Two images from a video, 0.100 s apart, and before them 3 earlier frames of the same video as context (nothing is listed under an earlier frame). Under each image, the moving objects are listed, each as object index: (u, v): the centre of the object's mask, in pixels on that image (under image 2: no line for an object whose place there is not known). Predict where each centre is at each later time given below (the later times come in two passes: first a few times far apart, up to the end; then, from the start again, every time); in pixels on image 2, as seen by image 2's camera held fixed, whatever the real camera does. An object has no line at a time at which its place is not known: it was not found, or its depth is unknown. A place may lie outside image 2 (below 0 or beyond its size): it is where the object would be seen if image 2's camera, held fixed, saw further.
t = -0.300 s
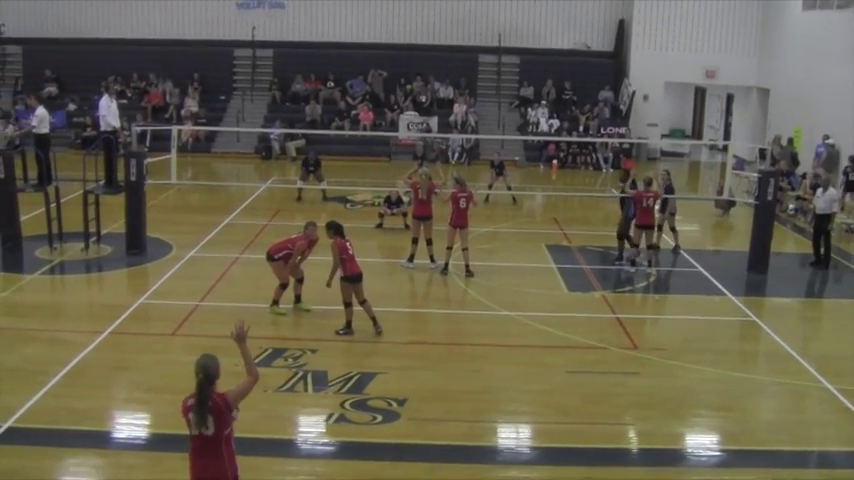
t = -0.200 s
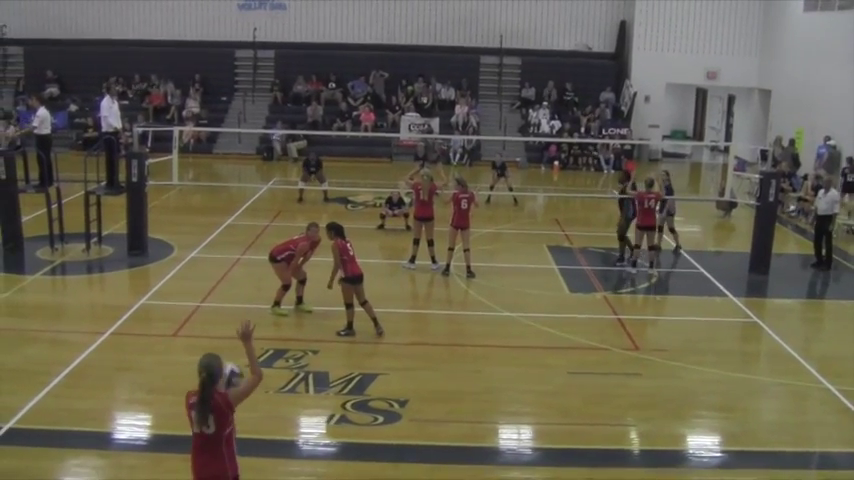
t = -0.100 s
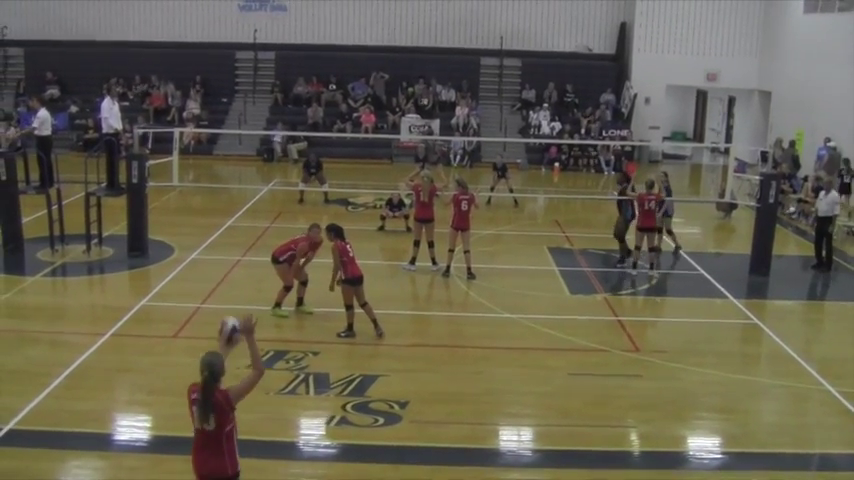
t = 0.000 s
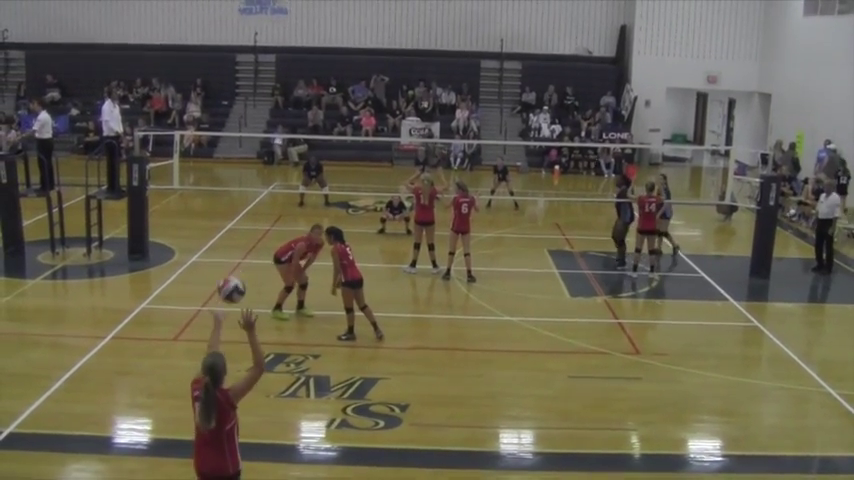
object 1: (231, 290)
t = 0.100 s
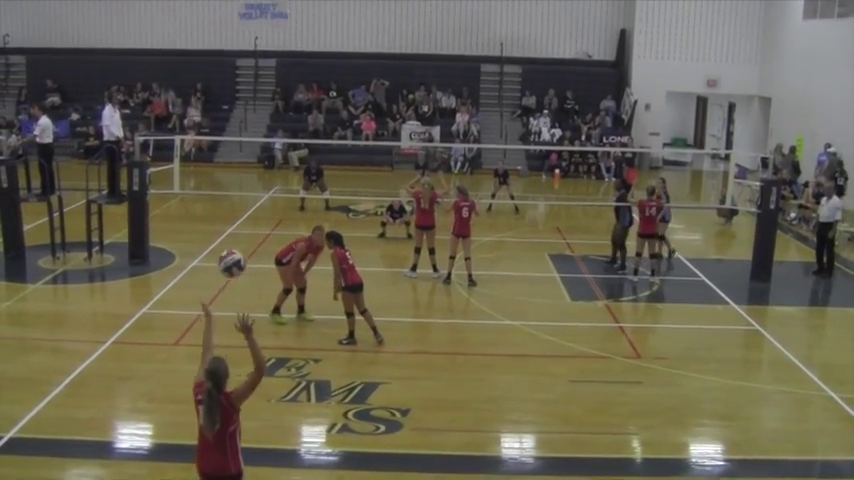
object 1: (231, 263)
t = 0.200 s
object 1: (230, 244)
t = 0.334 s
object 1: (231, 239)
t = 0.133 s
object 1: (231, 255)
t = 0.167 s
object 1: (230, 249)
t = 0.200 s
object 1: (230, 244)
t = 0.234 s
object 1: (230, 241)
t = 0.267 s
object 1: (231, 239)
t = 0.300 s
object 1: (230, 239)
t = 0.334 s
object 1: (231, 239)
